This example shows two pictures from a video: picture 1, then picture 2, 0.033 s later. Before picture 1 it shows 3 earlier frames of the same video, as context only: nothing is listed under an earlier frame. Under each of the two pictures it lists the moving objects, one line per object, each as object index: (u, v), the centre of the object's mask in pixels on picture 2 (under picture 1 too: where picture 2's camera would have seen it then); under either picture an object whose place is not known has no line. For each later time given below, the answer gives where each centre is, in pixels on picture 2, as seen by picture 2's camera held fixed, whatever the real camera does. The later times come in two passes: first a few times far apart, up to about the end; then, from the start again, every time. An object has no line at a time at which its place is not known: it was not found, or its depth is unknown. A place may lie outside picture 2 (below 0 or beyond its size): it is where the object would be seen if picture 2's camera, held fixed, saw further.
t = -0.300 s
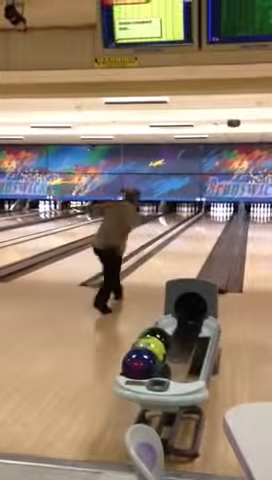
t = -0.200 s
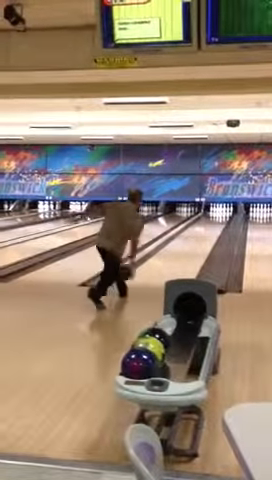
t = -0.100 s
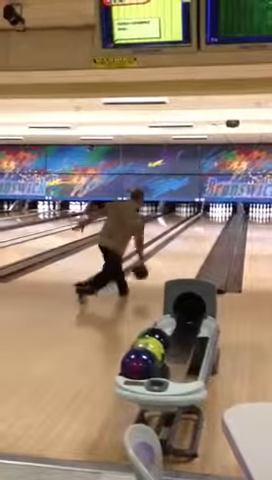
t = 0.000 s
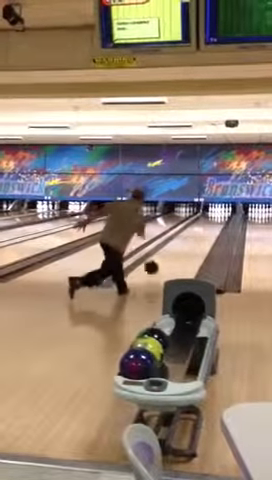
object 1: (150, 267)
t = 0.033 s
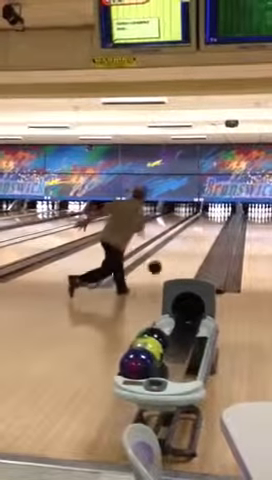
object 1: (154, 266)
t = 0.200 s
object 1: (168, 261)
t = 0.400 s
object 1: (182, 251)
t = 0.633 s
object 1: (193, 242)
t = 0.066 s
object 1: (157, 267)
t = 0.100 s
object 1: (160, 268)
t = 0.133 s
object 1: (163, 265)
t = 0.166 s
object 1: (166, 263)
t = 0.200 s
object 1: (168, 261)
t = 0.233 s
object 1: (171, 260)
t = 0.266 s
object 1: (174, 258)
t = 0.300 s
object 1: (176, 256)
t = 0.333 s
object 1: (178, 254)
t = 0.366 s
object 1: (180, 253)
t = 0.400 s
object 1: (182, 251)
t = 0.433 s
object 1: (184, 250)
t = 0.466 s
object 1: (185, 248)
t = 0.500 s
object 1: (187, 247)
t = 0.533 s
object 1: (189, 245)
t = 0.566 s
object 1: (190, 244)
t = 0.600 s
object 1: (192, 243)
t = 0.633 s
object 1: (193, 242)
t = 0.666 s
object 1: (194, 242)
